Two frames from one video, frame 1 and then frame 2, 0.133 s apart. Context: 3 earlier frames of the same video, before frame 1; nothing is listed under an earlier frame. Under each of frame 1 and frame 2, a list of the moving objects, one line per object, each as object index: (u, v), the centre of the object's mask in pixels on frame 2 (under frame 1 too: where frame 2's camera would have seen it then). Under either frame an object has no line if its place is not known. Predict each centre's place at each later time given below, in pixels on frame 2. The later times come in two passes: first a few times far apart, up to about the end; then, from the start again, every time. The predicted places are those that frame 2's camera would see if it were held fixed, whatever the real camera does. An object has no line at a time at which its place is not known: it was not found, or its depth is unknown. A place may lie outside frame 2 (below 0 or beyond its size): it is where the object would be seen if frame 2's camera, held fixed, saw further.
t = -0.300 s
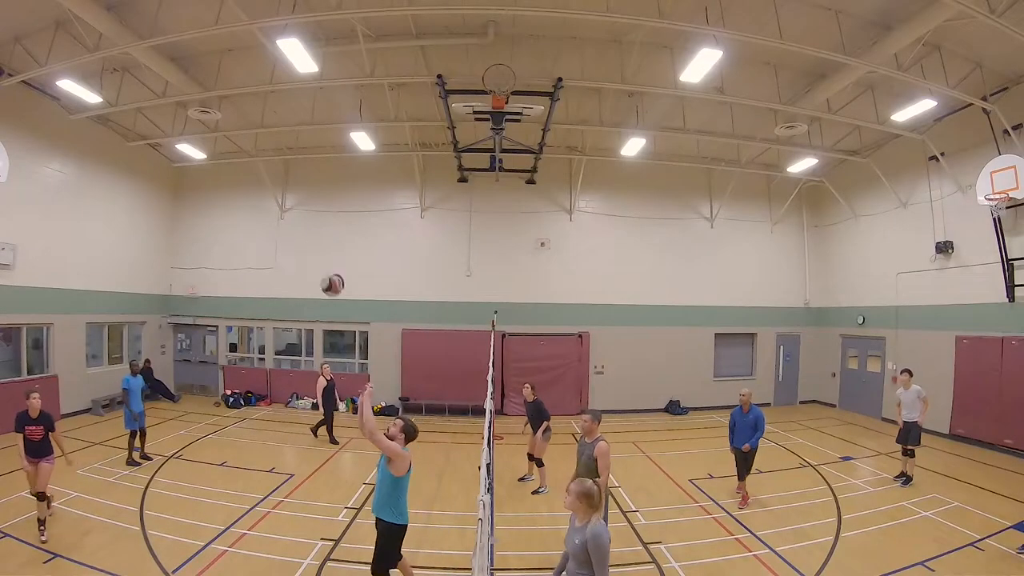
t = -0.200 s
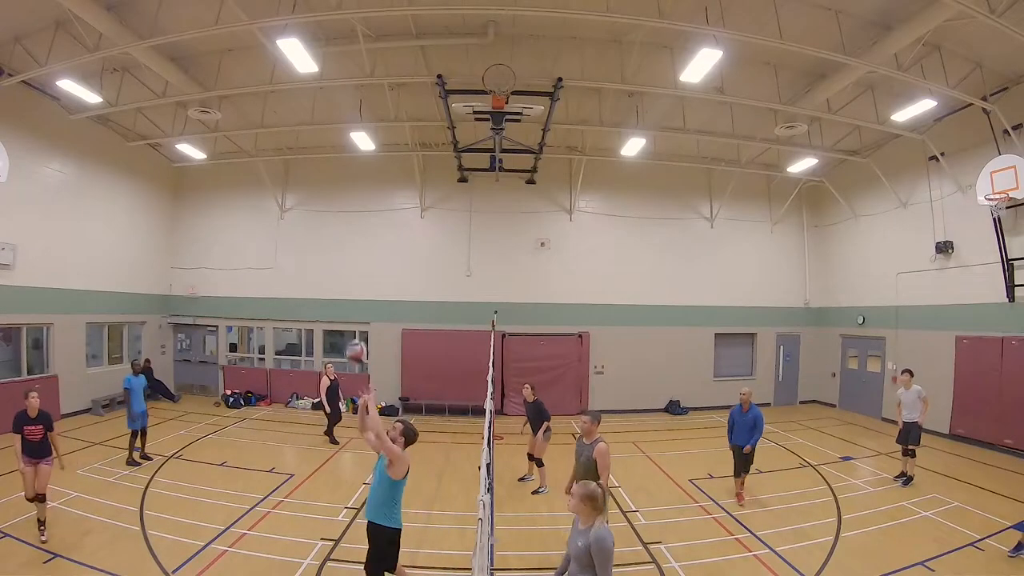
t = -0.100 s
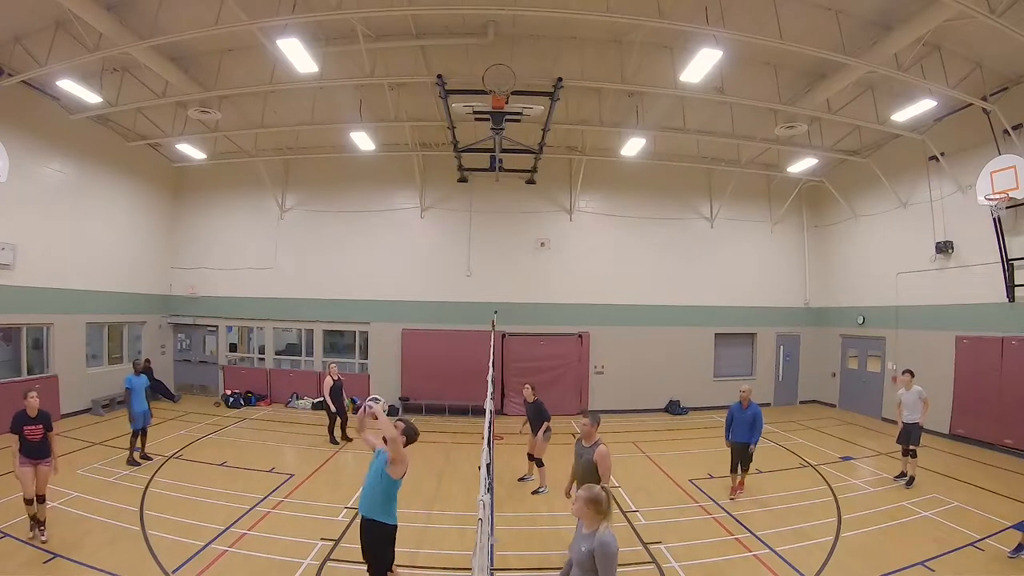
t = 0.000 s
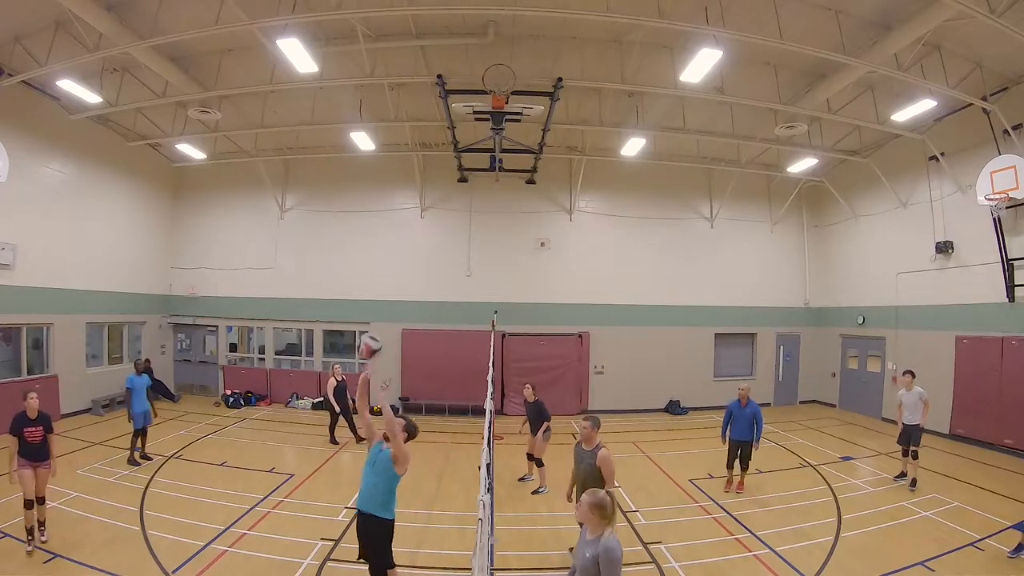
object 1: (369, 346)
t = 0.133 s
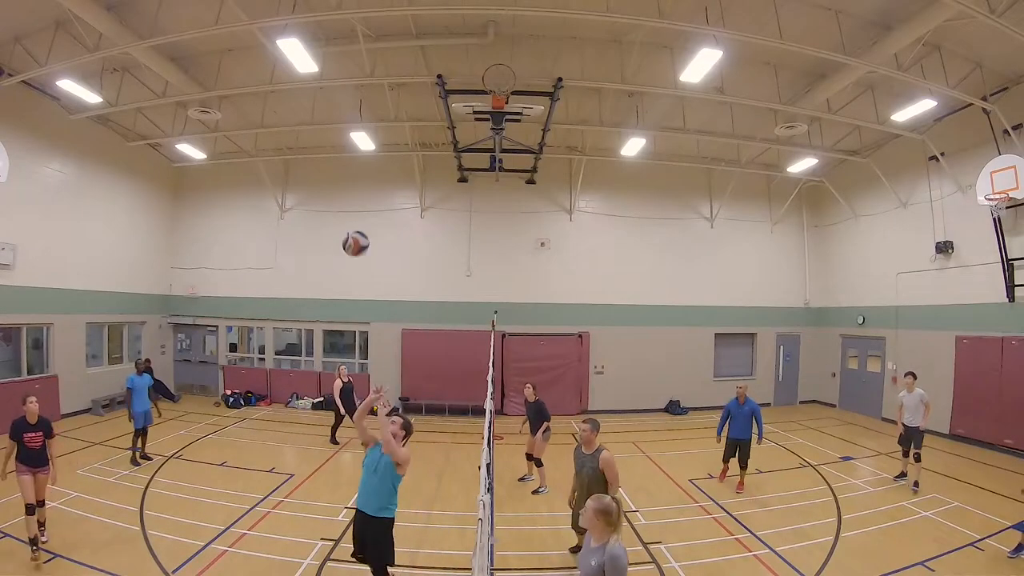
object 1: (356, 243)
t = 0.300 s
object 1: (341, 138)
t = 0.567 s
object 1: (319, 34)
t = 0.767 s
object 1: (289, 12)
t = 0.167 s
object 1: (352, 220)
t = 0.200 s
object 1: (349, 197)
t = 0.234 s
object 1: (346, 176)
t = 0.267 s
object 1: (344, 156)
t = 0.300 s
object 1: (341, 138)
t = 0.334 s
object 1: (339, 120)
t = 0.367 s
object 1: (337, 104)
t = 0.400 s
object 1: (334, 89)
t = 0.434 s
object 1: (331, 76)
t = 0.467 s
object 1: (329, 64)
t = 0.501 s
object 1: (327, 52)
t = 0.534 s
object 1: (323, 42)
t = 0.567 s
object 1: (319, 34)
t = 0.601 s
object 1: (314, 26)
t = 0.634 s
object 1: (310, 22)
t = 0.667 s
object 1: (305, 17)
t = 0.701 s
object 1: (300, 15)
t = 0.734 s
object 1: (294, 14)
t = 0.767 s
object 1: (289, 12)
